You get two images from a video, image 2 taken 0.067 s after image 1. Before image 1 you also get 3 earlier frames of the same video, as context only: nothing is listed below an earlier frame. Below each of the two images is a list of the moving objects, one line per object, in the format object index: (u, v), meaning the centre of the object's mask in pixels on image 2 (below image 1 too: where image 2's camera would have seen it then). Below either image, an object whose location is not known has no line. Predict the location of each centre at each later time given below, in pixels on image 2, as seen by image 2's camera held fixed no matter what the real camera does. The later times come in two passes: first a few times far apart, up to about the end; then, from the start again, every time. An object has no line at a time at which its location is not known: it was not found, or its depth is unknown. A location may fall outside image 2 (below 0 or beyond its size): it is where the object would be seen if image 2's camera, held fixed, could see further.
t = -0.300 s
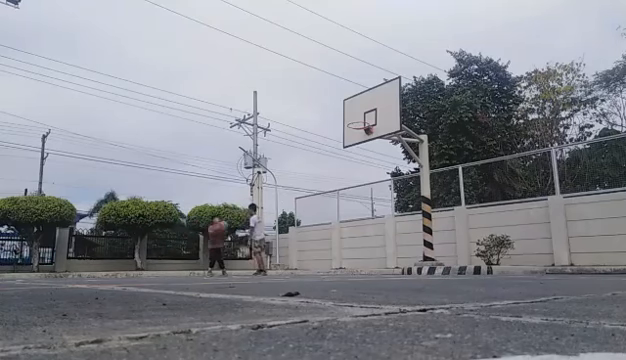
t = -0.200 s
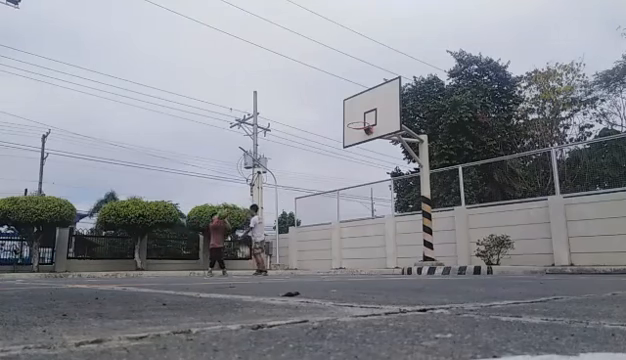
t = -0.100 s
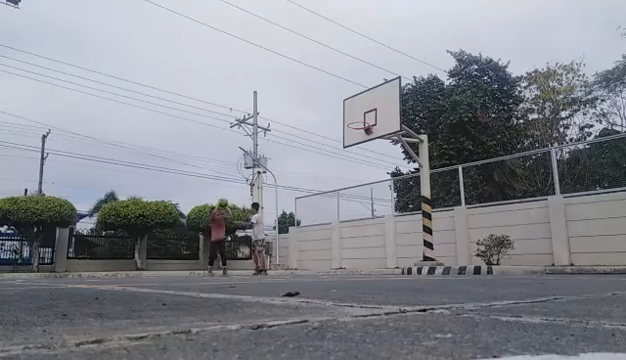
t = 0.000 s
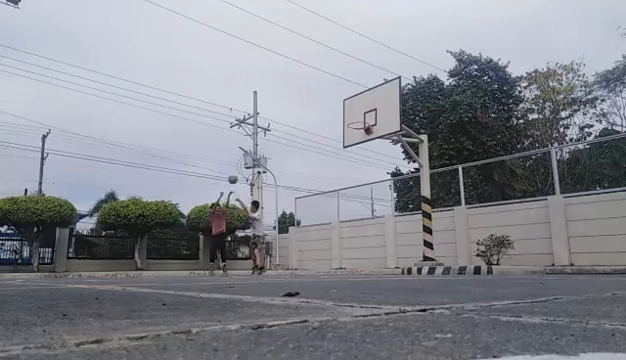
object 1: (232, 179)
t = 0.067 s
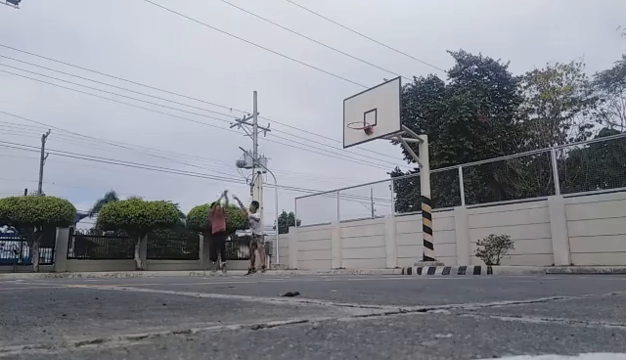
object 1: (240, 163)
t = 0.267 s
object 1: (265, 126)
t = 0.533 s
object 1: (297, 98)
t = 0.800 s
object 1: (333, 98)
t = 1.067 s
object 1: (359, 118)
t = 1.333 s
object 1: (330, 121)
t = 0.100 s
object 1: (244, 156)
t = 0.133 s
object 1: (248, 149)
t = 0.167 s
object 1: (252, 143)
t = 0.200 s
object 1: (256, 137)
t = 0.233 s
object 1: (261, 131)
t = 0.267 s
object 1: (265, 126)
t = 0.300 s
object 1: (268, 121)
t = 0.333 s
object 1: (272, 116)
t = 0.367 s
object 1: (276, 112)
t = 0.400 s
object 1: (281, 109)
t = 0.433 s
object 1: (285, 106)
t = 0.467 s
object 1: (289, 103)
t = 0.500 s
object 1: (293, 100)
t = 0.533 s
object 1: (297, 98)
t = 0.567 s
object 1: (302, 97)
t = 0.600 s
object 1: (306, 95)
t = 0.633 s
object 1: (310, 95)
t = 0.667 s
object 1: (315, 94)
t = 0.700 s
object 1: (319, 95)
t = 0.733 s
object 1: (324, 95)
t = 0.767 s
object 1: (329, 96)
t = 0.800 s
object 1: (333, 98)
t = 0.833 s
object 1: (338, 100)
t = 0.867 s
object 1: (342, 103)
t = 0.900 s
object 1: (347, 106)
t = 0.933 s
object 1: (352, 110)
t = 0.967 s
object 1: (357, 114)
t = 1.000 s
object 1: (362, 119)
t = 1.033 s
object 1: (362, 120)
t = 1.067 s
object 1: (359, 118)
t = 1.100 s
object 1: (355, 117)
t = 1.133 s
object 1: (351, 116)
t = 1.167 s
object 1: (347, 116)
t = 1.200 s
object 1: (344, 116)
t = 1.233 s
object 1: (340, 116)
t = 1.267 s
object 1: (337, 117)
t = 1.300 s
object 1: (333, 119)
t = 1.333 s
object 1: (330, 121)
